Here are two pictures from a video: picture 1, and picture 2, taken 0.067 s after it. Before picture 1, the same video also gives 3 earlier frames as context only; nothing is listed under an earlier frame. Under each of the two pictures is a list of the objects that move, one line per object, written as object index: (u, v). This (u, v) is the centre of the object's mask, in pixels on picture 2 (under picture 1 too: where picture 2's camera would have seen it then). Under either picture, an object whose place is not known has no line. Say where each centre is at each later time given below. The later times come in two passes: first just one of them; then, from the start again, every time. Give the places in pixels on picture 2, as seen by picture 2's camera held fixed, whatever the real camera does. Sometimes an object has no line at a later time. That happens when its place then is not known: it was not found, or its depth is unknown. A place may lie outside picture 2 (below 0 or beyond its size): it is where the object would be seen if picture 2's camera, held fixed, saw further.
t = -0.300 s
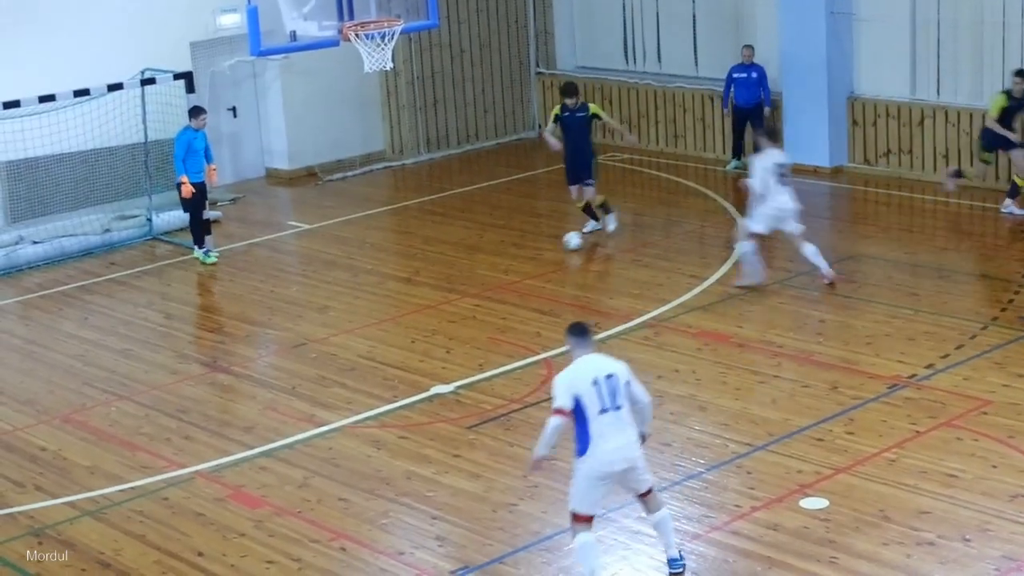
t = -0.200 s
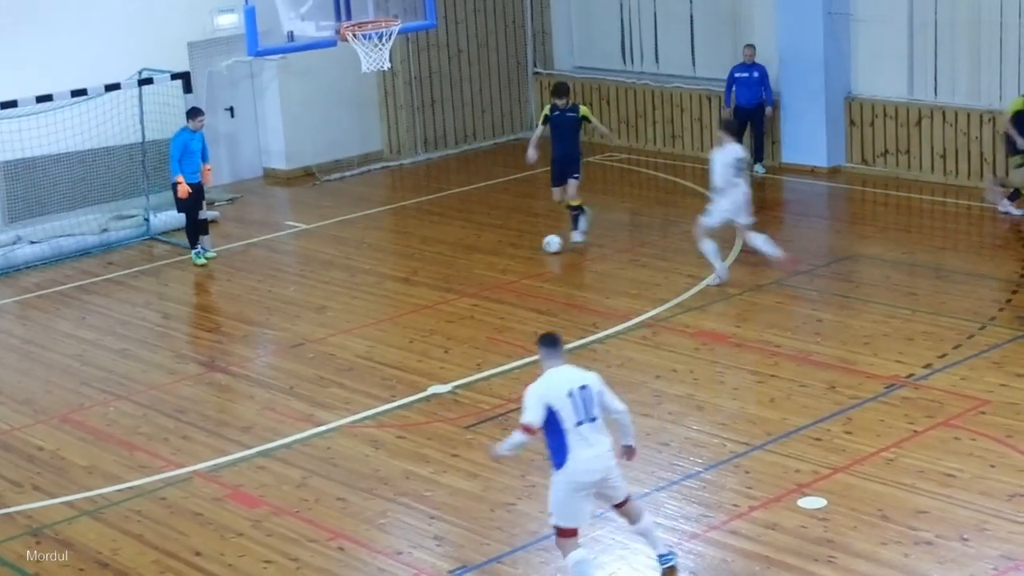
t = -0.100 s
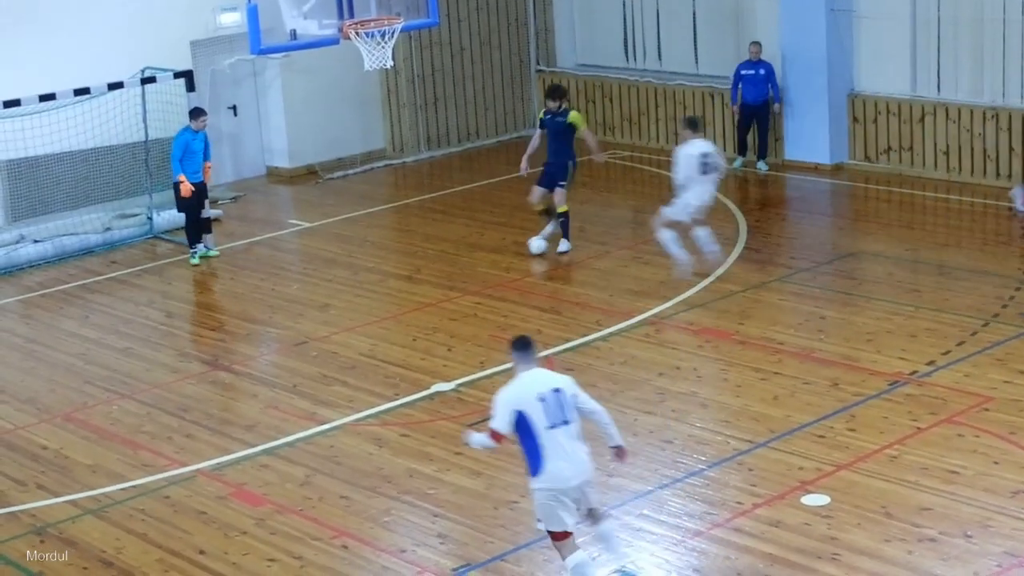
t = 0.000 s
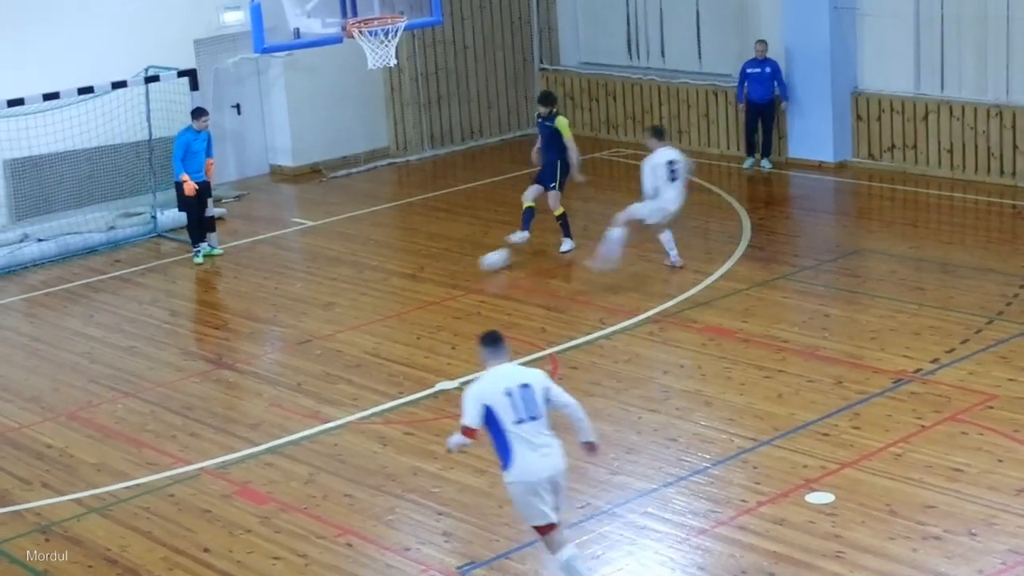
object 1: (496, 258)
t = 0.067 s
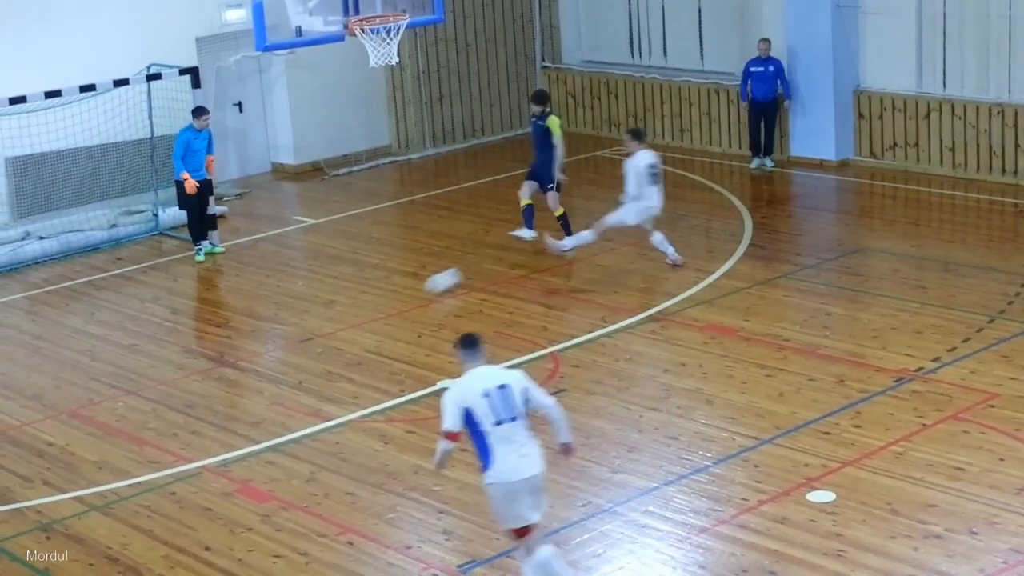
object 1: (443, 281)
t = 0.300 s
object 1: (232, 369)
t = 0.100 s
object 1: (416, 292)
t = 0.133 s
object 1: (388, 305)
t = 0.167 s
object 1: (358, 317)
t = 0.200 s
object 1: (327, 328)
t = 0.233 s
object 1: (296, 343)
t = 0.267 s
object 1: (265, 357)
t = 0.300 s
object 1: (232, 369)
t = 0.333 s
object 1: (199, 383)
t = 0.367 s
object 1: (165, 399)
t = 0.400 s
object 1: (129, 415)
